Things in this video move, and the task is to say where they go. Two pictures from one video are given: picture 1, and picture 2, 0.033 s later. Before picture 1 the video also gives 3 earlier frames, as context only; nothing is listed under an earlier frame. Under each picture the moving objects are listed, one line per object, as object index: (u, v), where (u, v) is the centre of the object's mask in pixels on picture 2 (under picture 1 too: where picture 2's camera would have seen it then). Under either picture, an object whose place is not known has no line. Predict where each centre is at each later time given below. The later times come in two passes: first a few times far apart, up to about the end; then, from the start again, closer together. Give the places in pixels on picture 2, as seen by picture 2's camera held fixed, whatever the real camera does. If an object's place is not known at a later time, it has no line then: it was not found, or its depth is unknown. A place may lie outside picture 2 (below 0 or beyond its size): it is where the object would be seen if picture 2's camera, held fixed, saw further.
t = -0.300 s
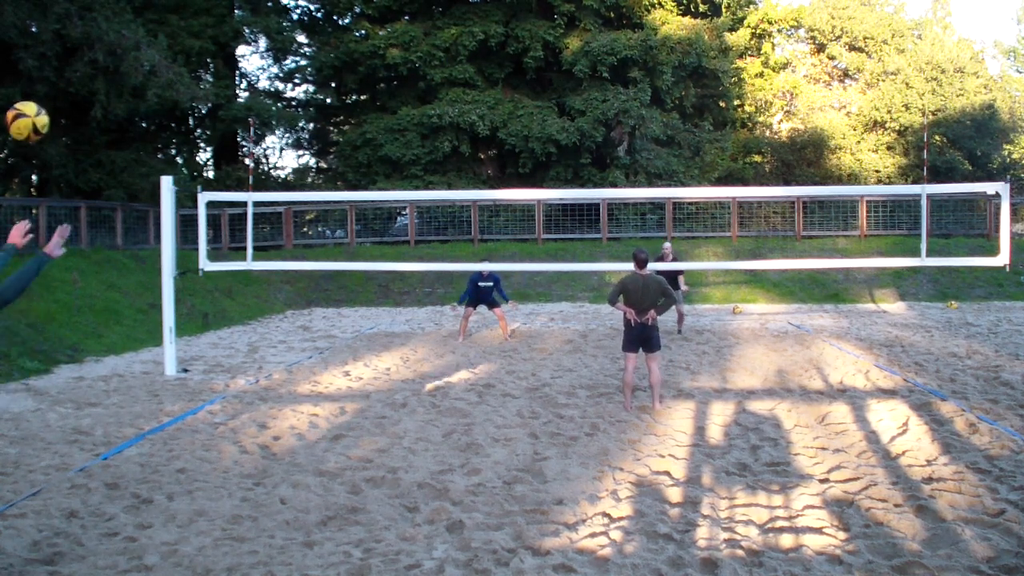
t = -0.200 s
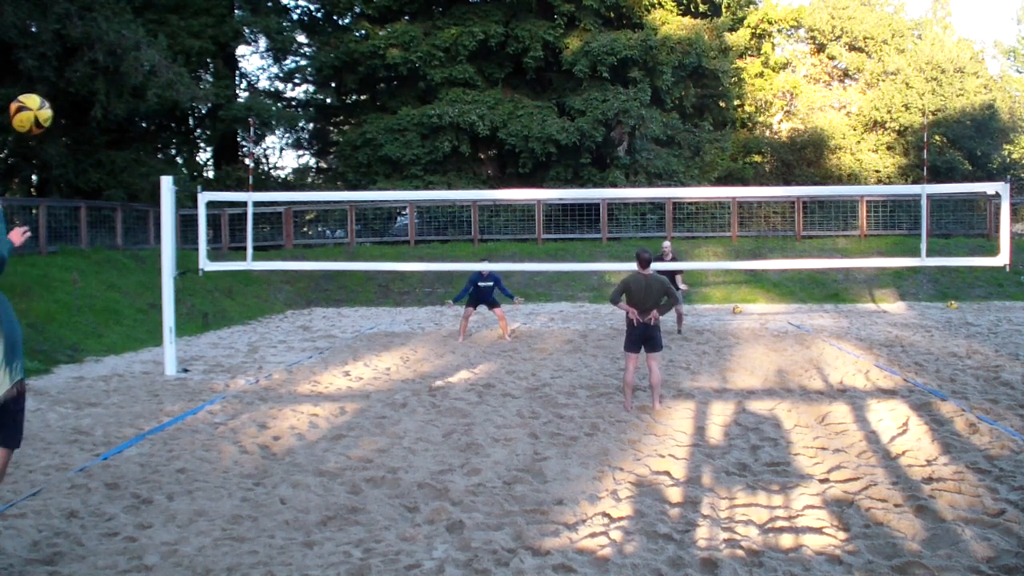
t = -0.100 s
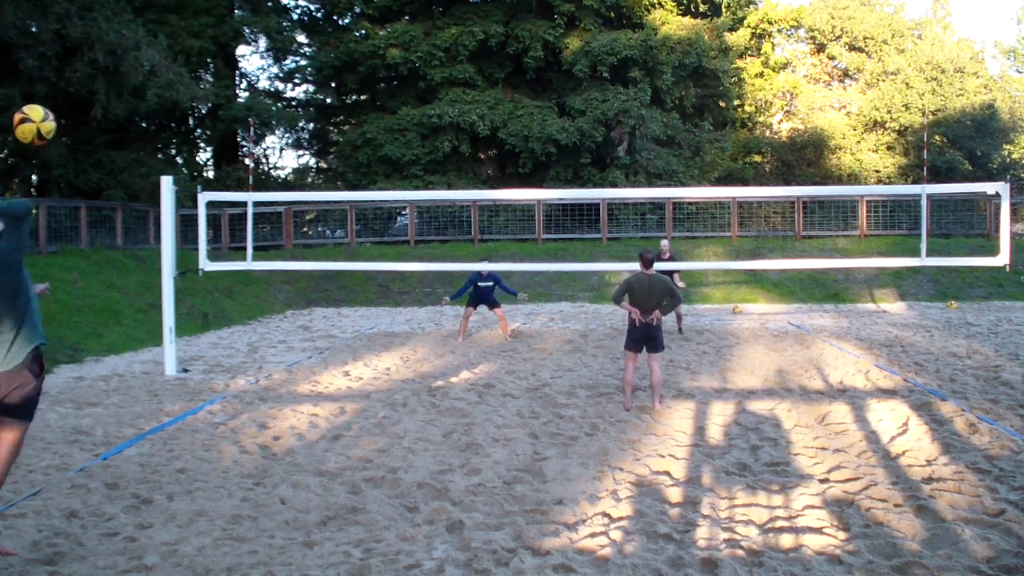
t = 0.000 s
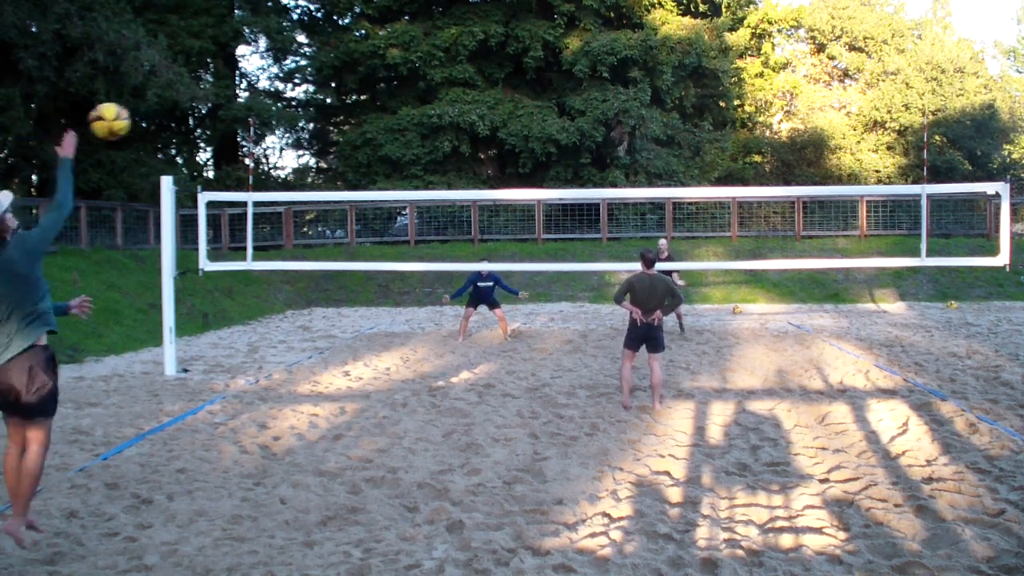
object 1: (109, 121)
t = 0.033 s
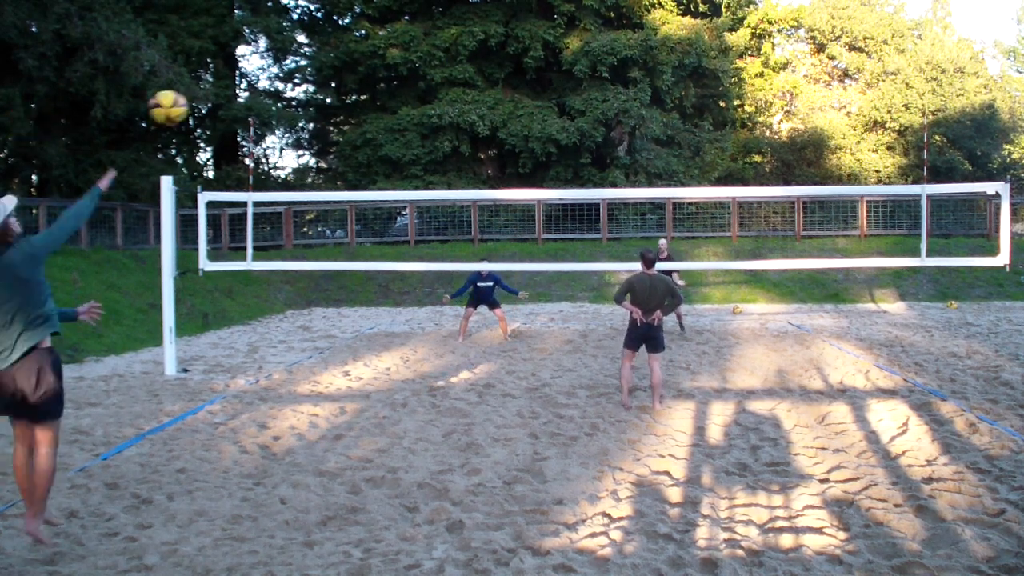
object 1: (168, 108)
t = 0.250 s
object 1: (421, 71)
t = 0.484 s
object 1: (570, 93)
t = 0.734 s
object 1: (673, 152)
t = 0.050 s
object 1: (194, 102)
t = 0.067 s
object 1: (220, 97)
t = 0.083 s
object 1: (244, 93)
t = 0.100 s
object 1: (265, 89)
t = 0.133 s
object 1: (308, 81)
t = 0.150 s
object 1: (326, 79)
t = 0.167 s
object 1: (344, 77)
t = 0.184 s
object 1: (361, 75)
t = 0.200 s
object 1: (377, 74)
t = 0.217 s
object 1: (392, 73)
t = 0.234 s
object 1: (407, 72)
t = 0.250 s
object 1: (421, 71)
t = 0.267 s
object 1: (435, 71)
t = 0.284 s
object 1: (447, 72)
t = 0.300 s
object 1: (460, 72)
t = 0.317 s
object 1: (472, 73)
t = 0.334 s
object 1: (484, 74)
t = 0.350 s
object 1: (495, 75)
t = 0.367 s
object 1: (505, 77)
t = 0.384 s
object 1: (515, 79)
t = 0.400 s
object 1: (525, 81)
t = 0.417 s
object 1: (535, 83)
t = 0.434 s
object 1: (544, 86)
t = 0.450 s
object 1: (553, 88)
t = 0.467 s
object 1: (562, 91)
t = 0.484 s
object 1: (570, 93)
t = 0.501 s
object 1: (579, 97)
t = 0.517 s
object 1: (586, 99)
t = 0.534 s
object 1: (594, 103)
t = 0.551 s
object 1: (603, 106)
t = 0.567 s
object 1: (610, 110)
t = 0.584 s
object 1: (618, 113)
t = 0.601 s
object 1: (623, 118)
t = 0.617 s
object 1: (631, 121)
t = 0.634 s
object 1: (637, 125)
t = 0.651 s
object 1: (644, 130)
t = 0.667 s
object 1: (650, 133)
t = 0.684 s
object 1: (656, 138)
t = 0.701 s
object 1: (662, 143)
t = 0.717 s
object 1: (668, 147)
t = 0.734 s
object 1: (673, 152)
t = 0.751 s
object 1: (678, 157)
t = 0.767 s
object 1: (683, 162)
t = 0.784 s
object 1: (687, 167)
